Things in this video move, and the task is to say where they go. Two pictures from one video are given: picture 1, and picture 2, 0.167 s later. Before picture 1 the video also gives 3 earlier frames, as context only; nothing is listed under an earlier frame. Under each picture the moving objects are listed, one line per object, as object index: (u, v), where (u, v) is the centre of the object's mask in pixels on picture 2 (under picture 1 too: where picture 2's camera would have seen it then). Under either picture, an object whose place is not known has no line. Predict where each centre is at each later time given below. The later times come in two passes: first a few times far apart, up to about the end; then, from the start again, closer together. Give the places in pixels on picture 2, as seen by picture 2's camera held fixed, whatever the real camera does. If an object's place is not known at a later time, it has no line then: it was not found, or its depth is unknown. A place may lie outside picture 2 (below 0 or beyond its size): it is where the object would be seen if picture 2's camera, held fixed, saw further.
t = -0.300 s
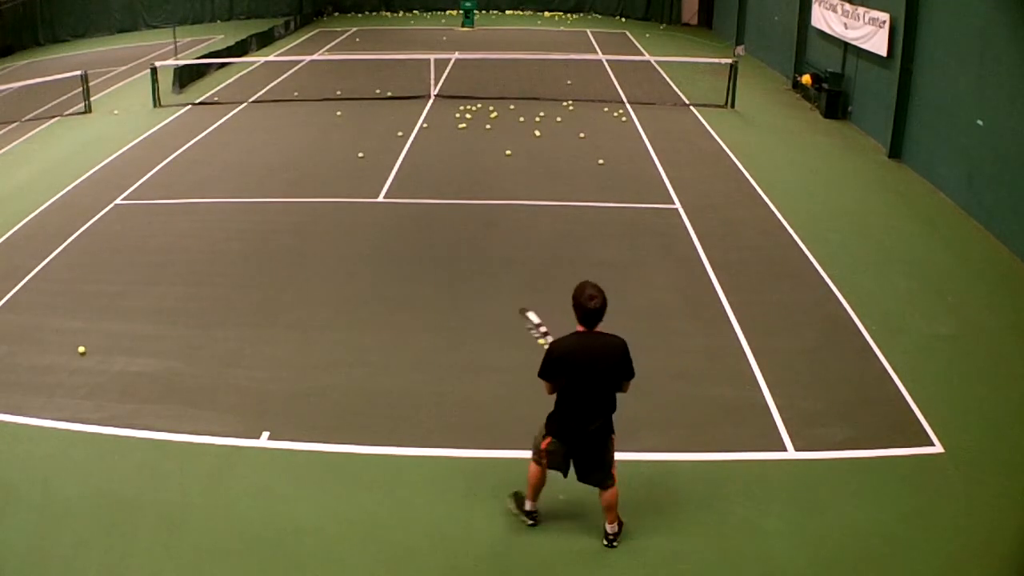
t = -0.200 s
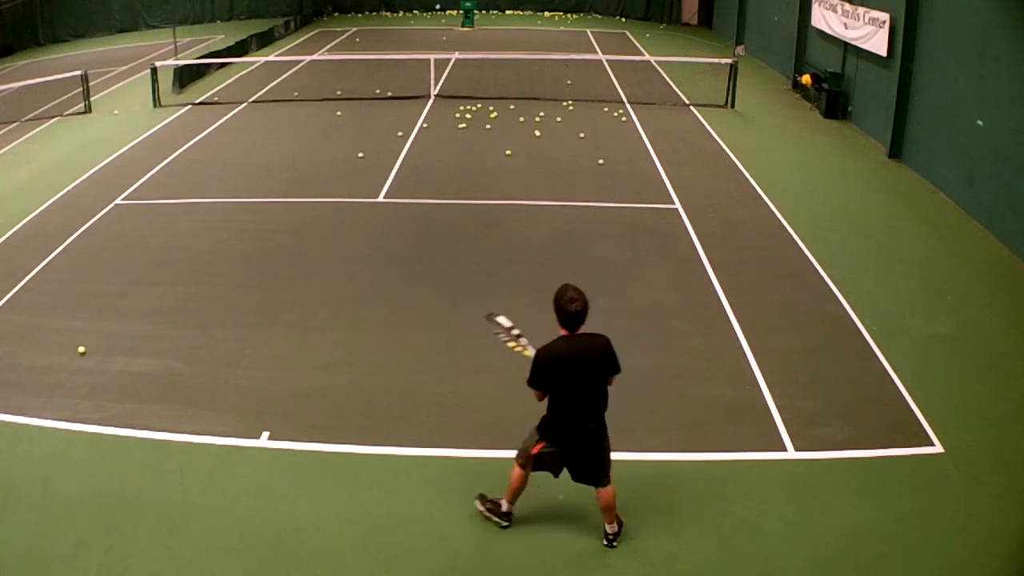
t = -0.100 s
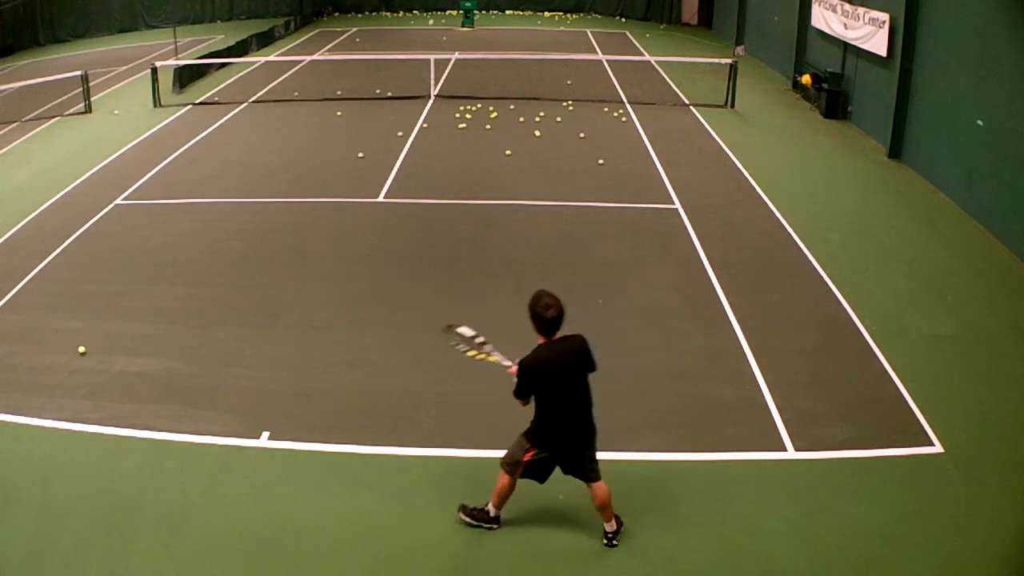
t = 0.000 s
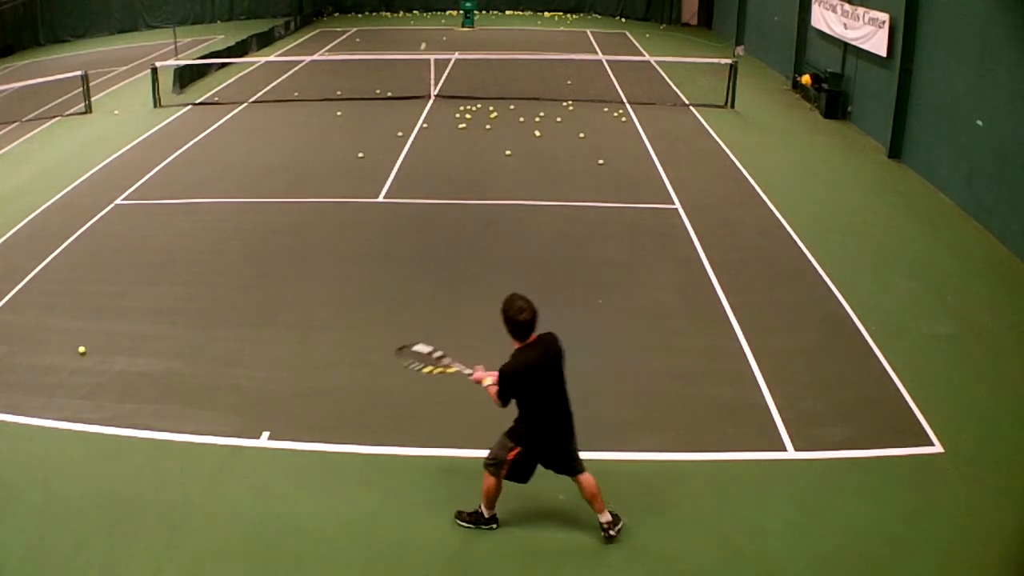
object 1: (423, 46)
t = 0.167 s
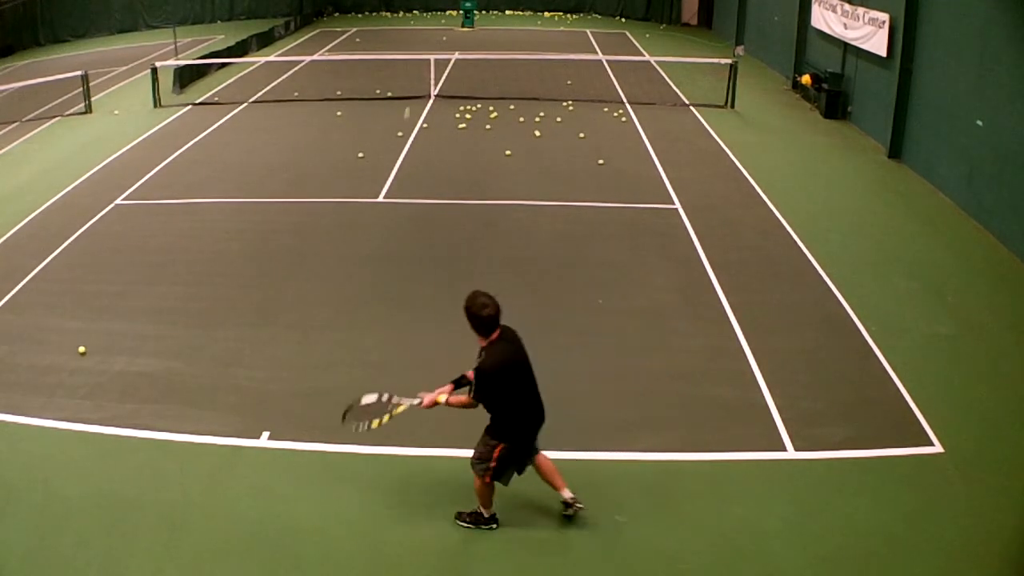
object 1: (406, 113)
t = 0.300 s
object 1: (392, 200)
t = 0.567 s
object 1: (363, 236)
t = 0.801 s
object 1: (332, 284)
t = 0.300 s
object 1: (392, 200)
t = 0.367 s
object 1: (384, 246)
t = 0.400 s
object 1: (381, 242)
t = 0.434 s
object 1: (377, 239)
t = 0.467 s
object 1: (374, 237)
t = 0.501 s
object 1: (371, 235)
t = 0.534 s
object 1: (367, 235)
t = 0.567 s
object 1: (363, 236)
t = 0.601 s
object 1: (359, 238)
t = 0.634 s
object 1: (355, 242)
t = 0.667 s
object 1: (351, 247)
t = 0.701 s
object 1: (346, 253)
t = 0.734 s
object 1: (342, 262)
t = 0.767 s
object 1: (337, 272)
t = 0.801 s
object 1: (332, 284)
